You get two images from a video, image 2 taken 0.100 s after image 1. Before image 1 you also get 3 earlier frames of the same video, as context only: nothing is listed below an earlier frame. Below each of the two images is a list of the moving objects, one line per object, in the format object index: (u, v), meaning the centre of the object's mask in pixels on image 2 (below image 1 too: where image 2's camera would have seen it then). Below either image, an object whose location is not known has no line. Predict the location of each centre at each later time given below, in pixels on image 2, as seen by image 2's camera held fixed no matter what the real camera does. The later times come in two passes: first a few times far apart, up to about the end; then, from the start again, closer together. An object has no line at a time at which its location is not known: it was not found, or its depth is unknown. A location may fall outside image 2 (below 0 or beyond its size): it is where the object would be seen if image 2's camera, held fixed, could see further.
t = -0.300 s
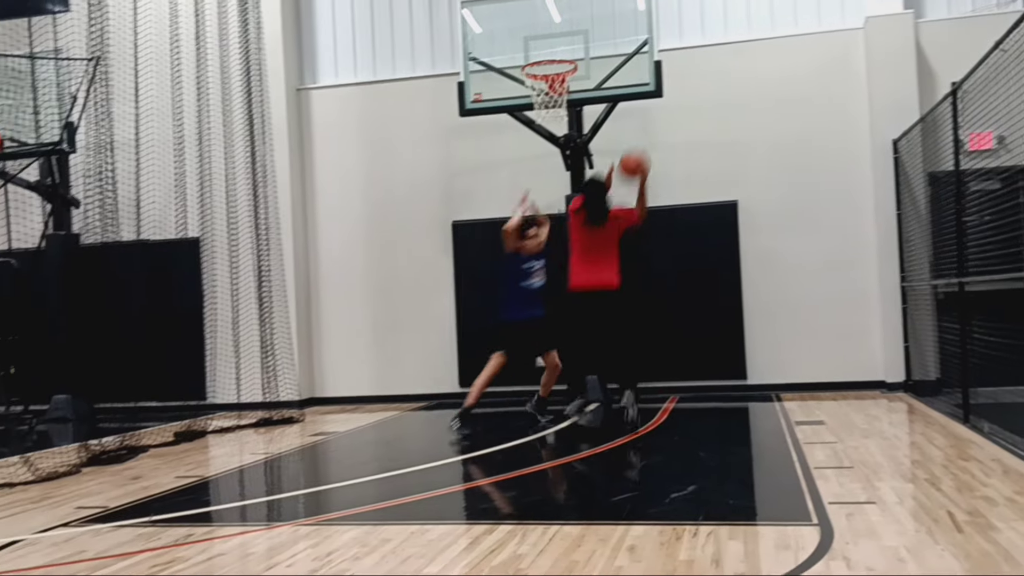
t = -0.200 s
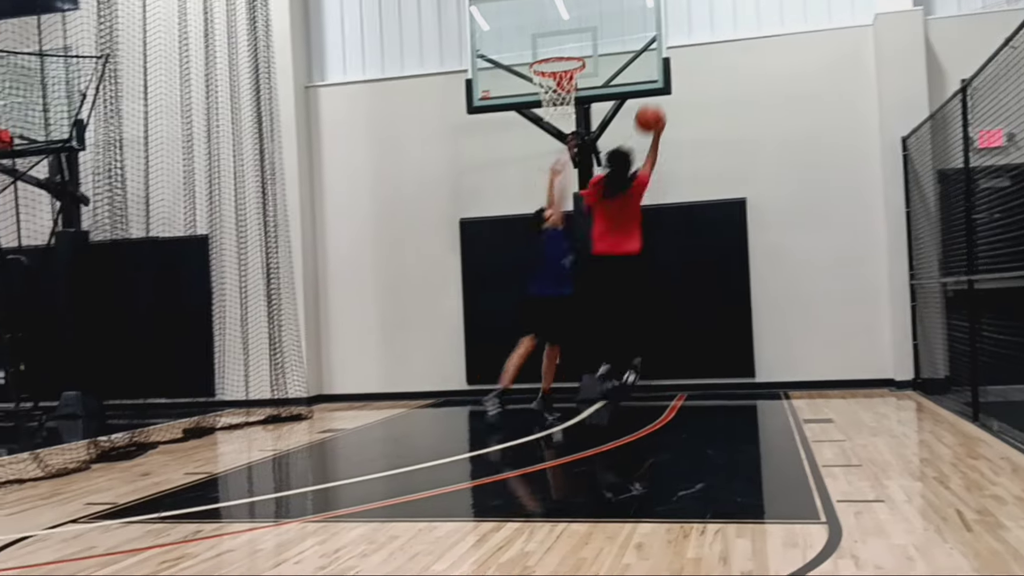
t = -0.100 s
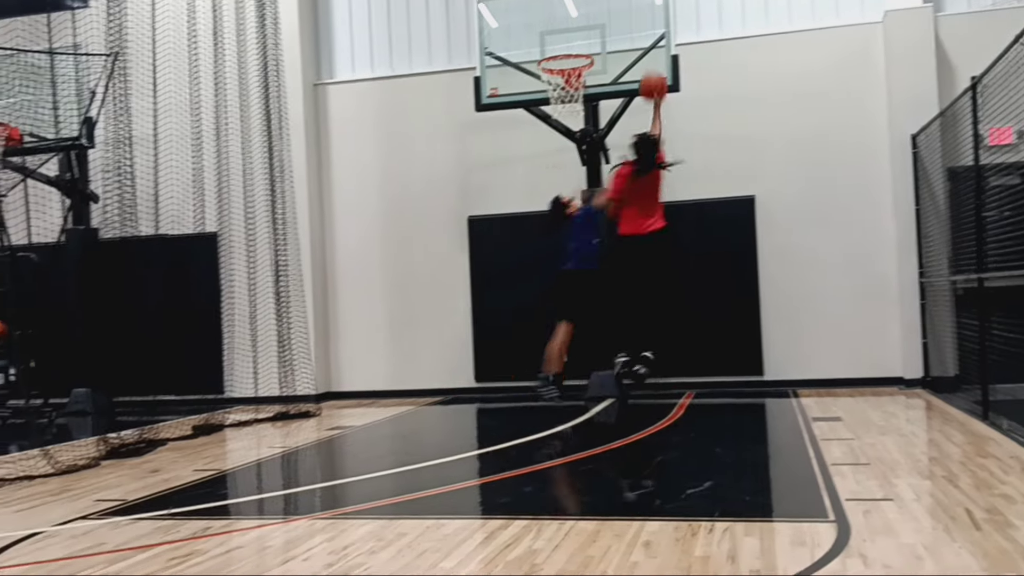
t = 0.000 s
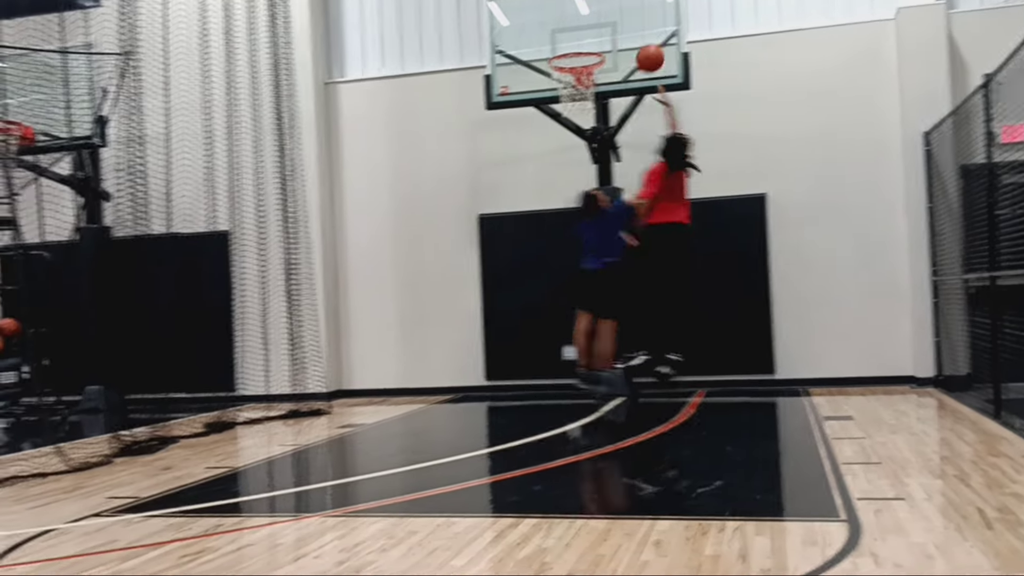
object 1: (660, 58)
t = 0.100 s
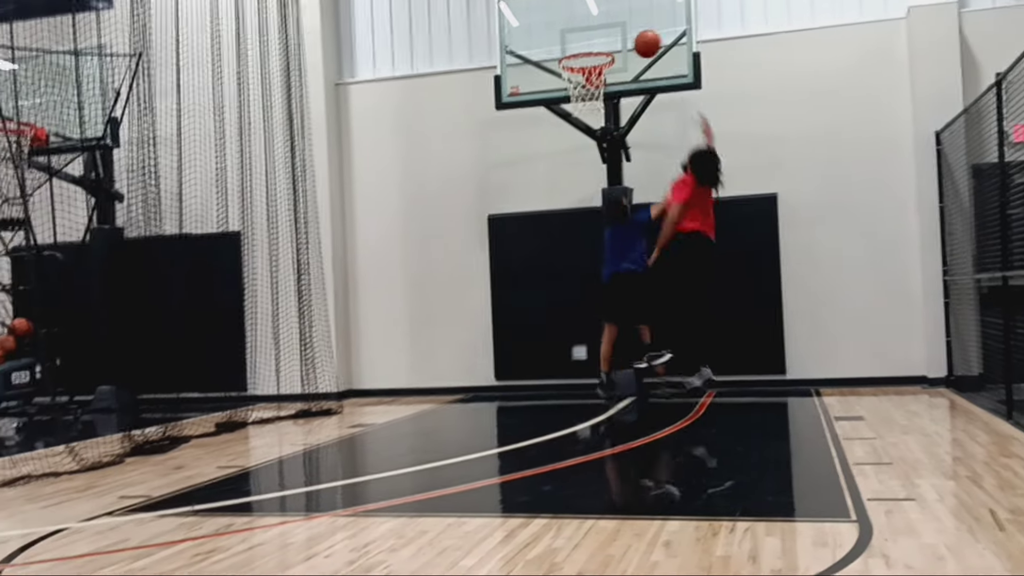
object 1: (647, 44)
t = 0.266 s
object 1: (629, 33)
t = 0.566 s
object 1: (611, 32)
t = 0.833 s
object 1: (613, 48)
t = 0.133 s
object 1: (644, 42)
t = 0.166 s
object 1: (639, 41)
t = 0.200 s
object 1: (636, 38)
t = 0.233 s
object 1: (632, 35)
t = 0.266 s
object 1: (629, 33)
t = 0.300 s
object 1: (626, 33)
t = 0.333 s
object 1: (622, 33)
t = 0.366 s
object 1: (619, 35)
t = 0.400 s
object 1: (615, 38)
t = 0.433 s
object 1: (613, 40)
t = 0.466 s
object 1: (612, 37)
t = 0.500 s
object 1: (612, 34)
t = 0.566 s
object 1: (611, 32)
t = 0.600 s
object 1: (611, 33)
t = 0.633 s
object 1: (611, 35)
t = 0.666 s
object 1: (611, 38)
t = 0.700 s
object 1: (611, 39)
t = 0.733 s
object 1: (611, 39)
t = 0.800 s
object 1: (612, 41)
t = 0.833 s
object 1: (613, 48)
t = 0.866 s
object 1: (613, 54)
